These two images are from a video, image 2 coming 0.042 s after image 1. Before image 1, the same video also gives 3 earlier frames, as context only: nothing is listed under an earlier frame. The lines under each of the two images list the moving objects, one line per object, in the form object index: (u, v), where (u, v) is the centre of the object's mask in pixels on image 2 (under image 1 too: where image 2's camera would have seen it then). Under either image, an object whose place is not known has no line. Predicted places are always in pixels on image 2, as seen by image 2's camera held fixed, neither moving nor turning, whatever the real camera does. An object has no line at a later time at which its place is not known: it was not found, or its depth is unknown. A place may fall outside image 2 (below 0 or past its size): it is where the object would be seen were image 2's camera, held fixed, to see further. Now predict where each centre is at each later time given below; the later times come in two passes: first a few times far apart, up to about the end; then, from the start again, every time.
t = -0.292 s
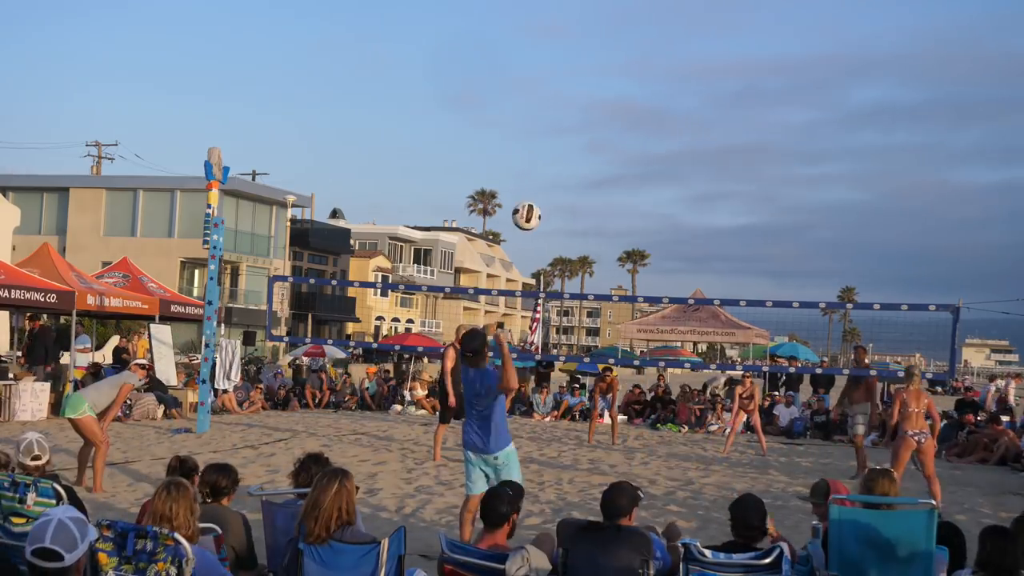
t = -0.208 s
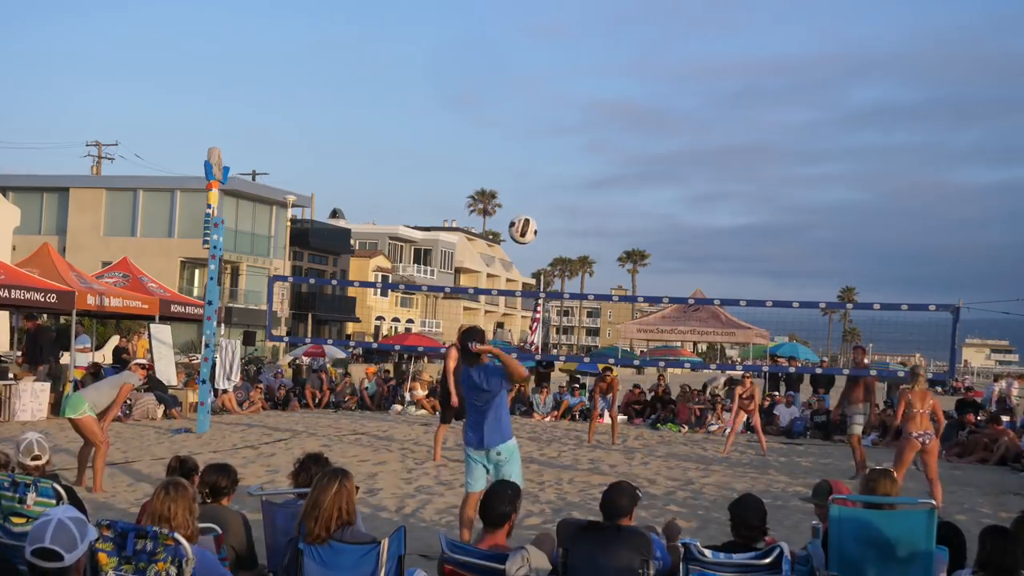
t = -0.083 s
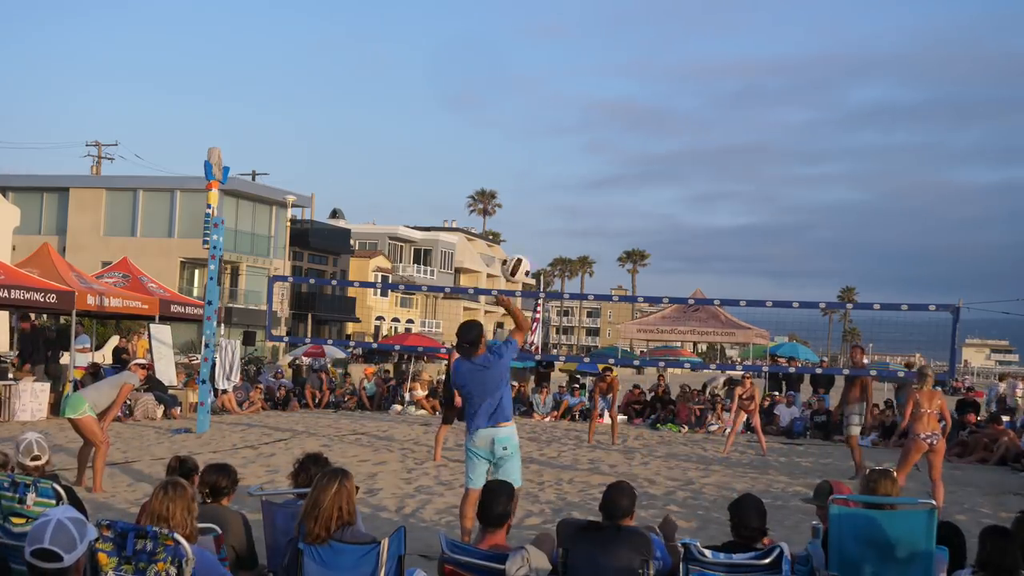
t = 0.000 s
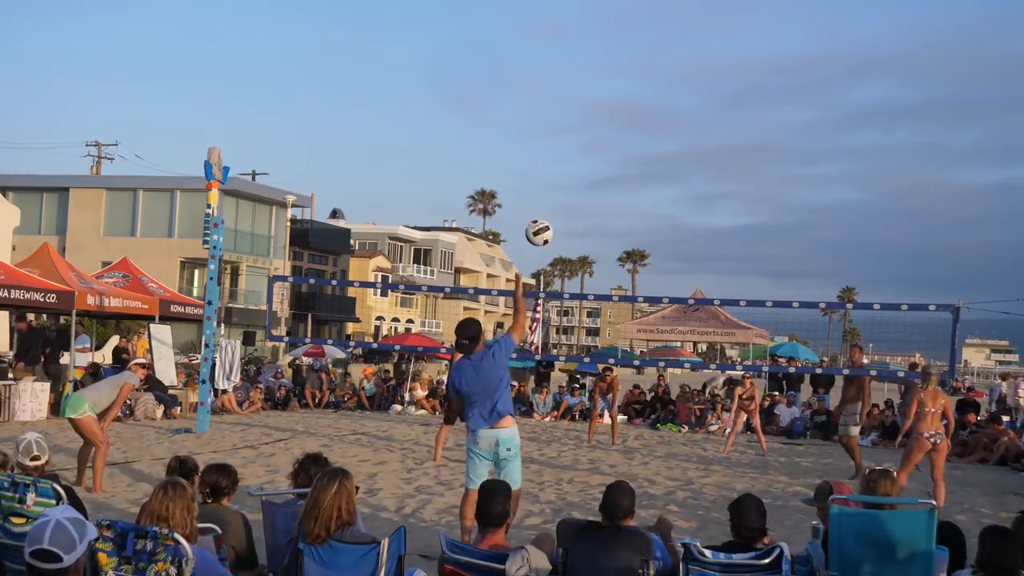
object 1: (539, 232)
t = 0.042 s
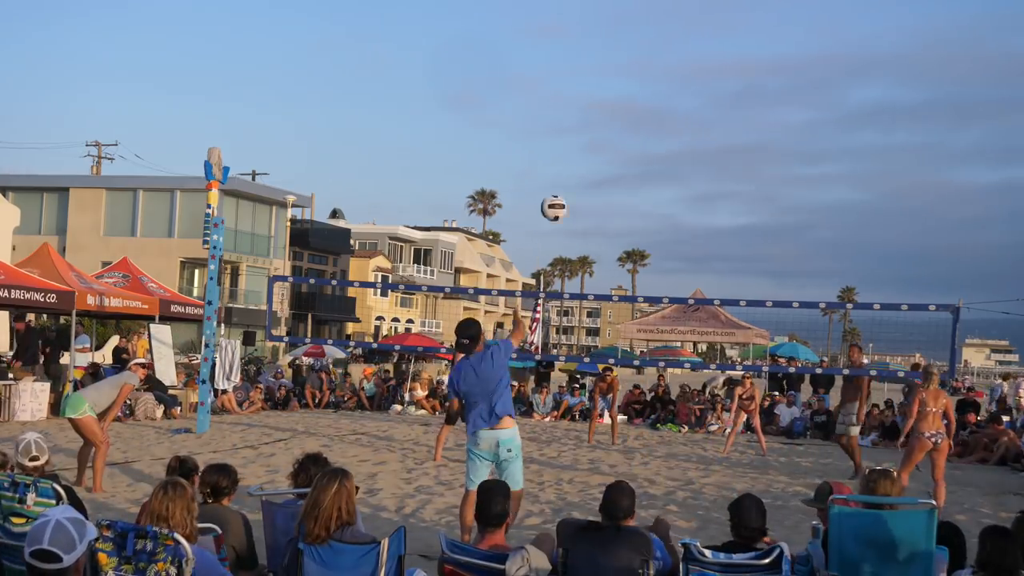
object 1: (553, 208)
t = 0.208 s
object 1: (598, 145)
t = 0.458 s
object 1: (637, 119)
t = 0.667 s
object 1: (656, 136)
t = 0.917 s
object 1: (668, 184)
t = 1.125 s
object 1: (674, 242)
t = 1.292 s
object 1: (676, 294)
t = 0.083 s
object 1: (567, 187)
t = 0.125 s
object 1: (578, 170)
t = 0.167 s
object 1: (589, 156)
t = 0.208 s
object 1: (598, 145)
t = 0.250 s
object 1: (607, 137)
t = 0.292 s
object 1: (614, 130)
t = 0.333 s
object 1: (620, 125)
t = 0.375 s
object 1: (626, 122)
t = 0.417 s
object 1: (632, 120)
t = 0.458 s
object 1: (637, 119)
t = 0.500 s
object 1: (642, 120)
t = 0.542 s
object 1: (646, 122)
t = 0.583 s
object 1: (650, 126)
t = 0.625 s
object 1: (653, 131)
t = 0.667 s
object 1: (656, 136)
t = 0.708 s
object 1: (658, 142)
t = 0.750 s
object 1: (660, 150)
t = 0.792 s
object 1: (662, 158)
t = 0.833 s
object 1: (664, 166)
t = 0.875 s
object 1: (666, 175)
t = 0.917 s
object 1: (668, 184)
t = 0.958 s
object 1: (669, 194)
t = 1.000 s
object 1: (670, 206)
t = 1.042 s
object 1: (671, 217)
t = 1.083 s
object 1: (673, 229)
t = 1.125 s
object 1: (674, 242)
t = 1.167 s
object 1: (675, 255)
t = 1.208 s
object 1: (676, 269)
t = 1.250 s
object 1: (676, 282)
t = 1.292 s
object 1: (676, 294)
